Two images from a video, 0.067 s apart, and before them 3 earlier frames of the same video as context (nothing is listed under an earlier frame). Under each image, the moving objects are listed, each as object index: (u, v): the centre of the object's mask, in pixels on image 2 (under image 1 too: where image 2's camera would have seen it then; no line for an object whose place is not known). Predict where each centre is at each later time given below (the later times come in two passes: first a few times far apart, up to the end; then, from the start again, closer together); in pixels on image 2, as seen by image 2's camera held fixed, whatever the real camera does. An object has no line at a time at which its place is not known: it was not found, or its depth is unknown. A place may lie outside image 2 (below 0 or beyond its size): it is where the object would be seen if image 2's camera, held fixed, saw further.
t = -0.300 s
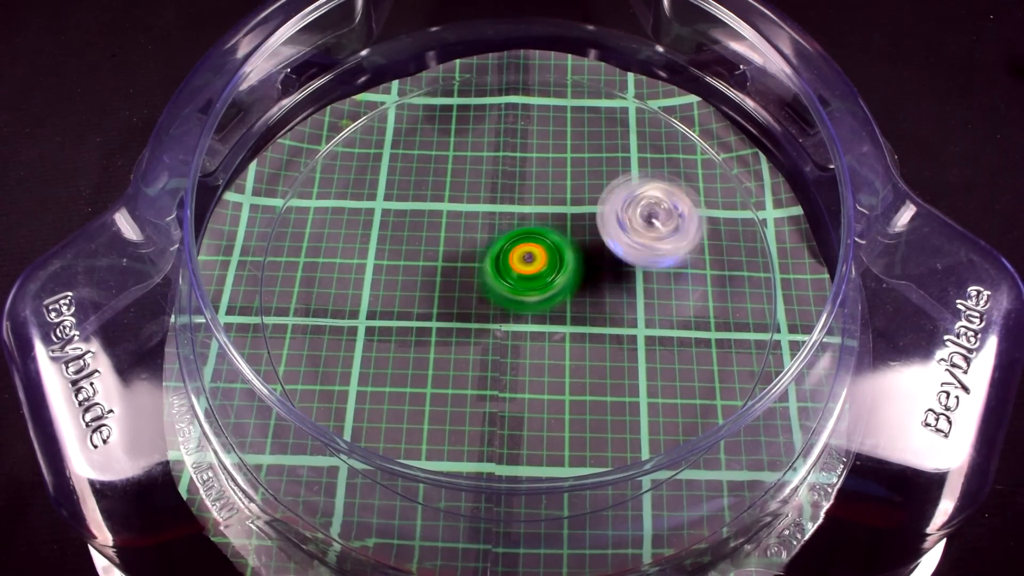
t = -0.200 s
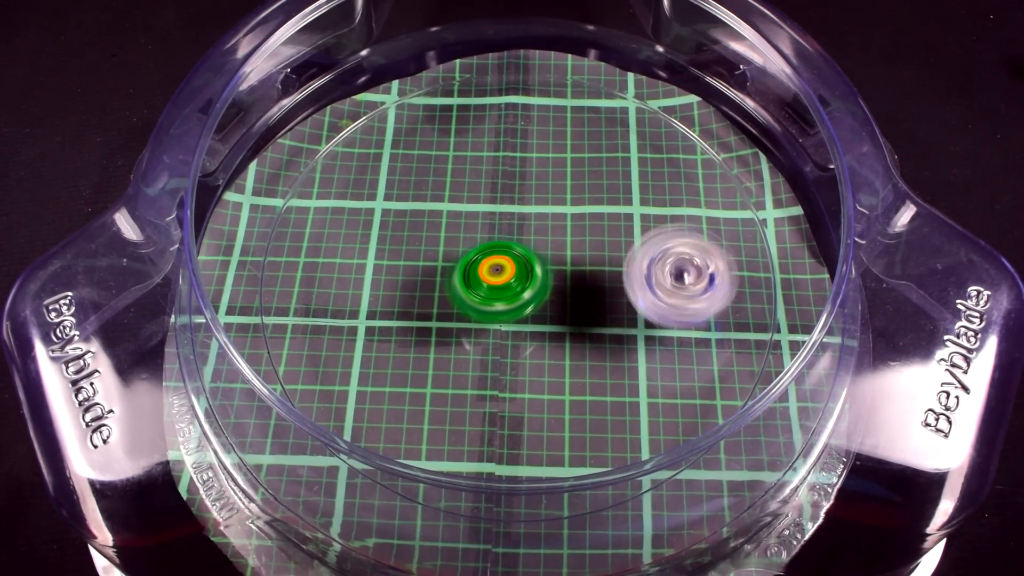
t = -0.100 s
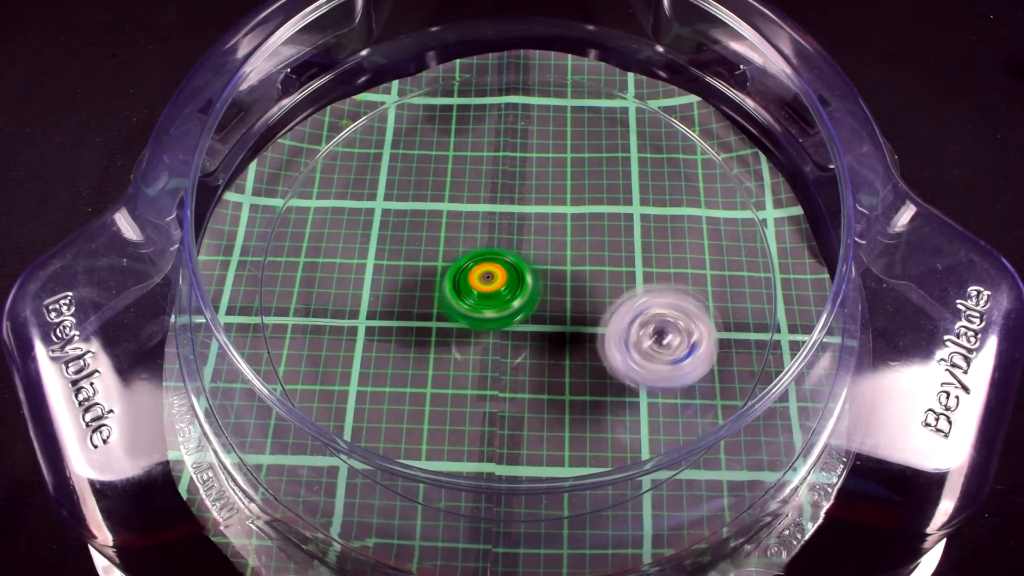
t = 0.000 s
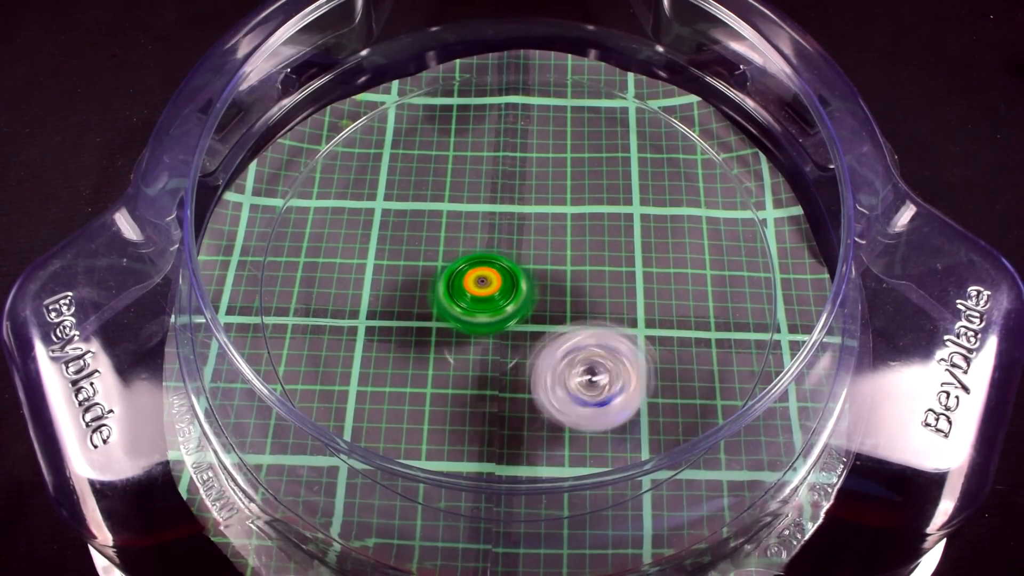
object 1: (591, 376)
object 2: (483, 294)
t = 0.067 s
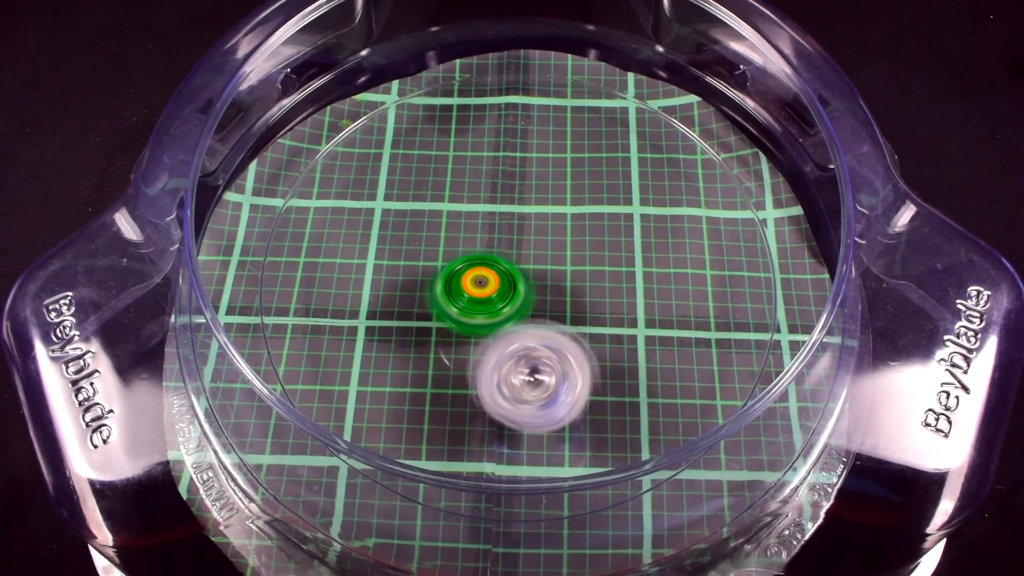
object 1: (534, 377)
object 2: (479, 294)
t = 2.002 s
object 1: (623, 285)
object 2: (464, 293)
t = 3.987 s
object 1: (533, 288)
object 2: (594, 180)
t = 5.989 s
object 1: (595, 225)
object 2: (423, 256)
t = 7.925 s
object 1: (540, 261)
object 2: (464, 322)
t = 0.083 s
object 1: (520, 376)
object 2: (478, 292)
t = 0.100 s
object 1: (505, 383)
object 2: (480, 284)
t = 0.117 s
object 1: (489, 389)
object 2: (483, 273)
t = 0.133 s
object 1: (472, 394)
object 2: (483, 263)
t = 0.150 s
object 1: (457, 394)
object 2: (486, 254)
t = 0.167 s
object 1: (441, 394)
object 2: (487, 247)
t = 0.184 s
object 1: (427, 392)
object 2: (489, 240)
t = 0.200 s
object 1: (416, 388)
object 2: (490, 234)
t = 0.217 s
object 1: (403, 384)
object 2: (491, 230)
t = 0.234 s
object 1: (391, 379)
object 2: (491, 226)
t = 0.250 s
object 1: (379, 372)
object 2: (492, 222)
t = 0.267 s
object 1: (369, 364)
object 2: (491, 219)
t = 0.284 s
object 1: (358, 355)
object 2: (489, 216)
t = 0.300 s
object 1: (352, 344)
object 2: (489, 213)
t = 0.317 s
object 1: (346, 333)
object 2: (488, 211)
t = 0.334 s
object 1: (343, 322)
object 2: (488, 209)
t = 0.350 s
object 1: (342, 311)
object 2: (485, 205)
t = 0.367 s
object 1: (341, 299)
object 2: (486, 204)
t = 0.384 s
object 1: (343, 287)
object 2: (485, 201)
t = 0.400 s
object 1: (346, 275)
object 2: (485, 200)
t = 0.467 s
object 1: (373, 233)
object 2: (484, 196)
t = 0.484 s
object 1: (383, 224)
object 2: (485, 195)
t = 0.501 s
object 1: (392, 215)
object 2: (487, 194)
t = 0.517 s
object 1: (395, 210)
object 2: (495, 189)
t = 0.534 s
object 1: (395, 202)
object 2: (504, 187)
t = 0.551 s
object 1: (398, 198)
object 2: (515, 187)
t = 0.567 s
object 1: (400, 194)
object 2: (525, 186)
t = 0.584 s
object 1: (408, 188)
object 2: (535, 186)
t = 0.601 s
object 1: (412, 185)
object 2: (545, 186)
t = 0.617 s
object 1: (418, 182)
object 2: (552, 187)
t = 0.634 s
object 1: (425, 180)
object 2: (559, 187)
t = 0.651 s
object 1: (430, 177)
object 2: (563, 188)
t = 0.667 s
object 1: (439, 175)
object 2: (568, 189)
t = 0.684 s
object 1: (444, 175)
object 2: (571, 191)
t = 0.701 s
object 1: (453, 174)
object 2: (573, 191)
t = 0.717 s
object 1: (461, 175)
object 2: (575, 192)
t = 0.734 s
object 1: (471, 178)
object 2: (577, 192)
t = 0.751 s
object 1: (479, 180)
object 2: (579, 194)
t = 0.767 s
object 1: (483, 185)
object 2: (584, 195)
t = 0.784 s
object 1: (486, 185)
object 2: (591, 199)
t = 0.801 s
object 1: (487, 187)
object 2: (596, 201)
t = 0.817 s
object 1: (488, 190)
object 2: (601, 204)
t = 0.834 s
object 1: (490, 192)
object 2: (605, 206)
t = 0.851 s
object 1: (491, 196)
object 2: (608, 210)
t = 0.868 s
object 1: (491, 201)
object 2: (609, 211)
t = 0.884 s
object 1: (492, 207)
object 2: (611, 214)
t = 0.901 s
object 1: (492, 211)
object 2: (611, 215)
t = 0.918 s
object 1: (491, 216)
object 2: (613, 217)
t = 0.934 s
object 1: (491, 221)
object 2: (612, 219)
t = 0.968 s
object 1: (489, 236)
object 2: (613, 224)
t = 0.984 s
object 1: (487, 242)
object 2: (613, 225)
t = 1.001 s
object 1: (486, 251)
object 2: (612, 228)
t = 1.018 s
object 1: (483, 256)
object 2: (612, 230)
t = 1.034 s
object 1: (479, 262)
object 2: (611, 234)
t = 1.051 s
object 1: (477, 266)
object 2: (611, 235)
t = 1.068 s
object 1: (472, 272)
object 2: (609, 239)
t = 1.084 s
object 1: (470, 277)
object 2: (608, 241)
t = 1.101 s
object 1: (466, 281)
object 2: (607, 244)
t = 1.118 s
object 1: (462, 287)
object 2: (604, 246)
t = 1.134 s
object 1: (459, 290)
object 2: (602, 250)
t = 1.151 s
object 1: (453, 293)
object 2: (599, 252)
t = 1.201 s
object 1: (442, 300)
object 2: (588, 263)
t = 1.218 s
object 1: (439, 300)
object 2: (584, 266)
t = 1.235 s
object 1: (436, 302)
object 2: (581, 270)
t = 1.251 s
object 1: (435, 300)
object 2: (575, 274)
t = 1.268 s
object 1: (433, 300)
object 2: (572, 277)
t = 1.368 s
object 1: (437, 292)
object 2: (541, 298)
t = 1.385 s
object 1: (436, 289)
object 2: (538, 302)
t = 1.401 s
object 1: (432, 285)
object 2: (540, 305)
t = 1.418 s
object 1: (429, 282)
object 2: (542, 310)
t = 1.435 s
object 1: (425, 279)
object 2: (544, 313)
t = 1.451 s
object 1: (423, 273)
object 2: (545, 316)
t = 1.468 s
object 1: (420, 268)
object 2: (545, 319)
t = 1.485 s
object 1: (421, 263)
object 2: (546, 321)
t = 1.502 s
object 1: (421, 256)
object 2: (545, 325)
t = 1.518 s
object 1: (423, 253)
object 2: (543, 326)
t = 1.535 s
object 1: (427, 245)
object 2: (543, 328)
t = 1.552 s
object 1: (430, 240)
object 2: (539, 328)
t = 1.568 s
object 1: (435, 236)
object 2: (538, 329)
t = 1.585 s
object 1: (441, 230)
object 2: (534, 329)
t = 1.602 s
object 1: (447, 228)
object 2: (531, 328)
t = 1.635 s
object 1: (464, 222)
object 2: (525, 327)
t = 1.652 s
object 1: (473, 221)
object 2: (523, 326)
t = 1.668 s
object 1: (481, 220)
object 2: (518, 324)
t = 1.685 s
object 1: (489, 220)
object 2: (517, 323)
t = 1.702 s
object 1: (499, 220)
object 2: (513, 321)
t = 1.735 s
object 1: (517, 224)
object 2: (507, 317)
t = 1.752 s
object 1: (525, 226)
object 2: (504, 314)
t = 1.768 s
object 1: (535, 227)
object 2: (498, 315)
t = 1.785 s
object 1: (546, 225)
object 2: (492, 318)
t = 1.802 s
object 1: (556, 225)
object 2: (488, 319)
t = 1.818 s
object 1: (565, 227)
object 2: (484, 320)
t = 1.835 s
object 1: (573, 229)
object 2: (481, 318)
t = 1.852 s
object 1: (580, 232)
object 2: (478, 317)
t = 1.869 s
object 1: (589, 234)
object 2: (475, 315)
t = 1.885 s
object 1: (595, 239)
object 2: (474, 313)
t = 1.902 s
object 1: (603, 245)
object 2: (472, 311)
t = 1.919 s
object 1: (609, 252)
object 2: (470, 308)
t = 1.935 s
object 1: (612, 258)
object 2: (470, 305)
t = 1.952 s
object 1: (617, 264)
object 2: (467, 302)
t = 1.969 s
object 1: (619, 270)
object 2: (466, 299)
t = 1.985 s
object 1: (623, 278)
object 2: (465, 297)
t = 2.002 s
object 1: (623, 285)
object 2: (464, 293)
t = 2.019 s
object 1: (622, 294)
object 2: (464, 290)
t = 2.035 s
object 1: (620, 299)
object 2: (462, 286)
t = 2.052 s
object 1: (616, 306)
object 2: (462, 283)
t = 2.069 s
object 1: (614, 312)
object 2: (461, 281)
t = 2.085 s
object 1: (608, 319)
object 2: (461, 276)
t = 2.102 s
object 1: (601, 326)
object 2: (462, 274)
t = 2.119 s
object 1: (594, 328)
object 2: (461, 270)
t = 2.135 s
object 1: (583, 332)
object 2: (463, 266)
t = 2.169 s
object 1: (569, 337)
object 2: (465, 258)
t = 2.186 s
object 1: (558, 339)
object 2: (467, 256)
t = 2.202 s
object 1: (547, 337)
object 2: (468, 252)
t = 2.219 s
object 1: (536, 335)
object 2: (469, 248)
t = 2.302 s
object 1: (490, 314)
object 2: (479, 229)
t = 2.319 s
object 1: (483, 310)
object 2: (481, 227)
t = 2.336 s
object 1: (476, 303)
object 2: (484, 221)
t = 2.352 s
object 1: (468, 302)
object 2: (488, 216)
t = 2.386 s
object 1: (452, 301)
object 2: (493, 204)
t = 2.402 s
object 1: (444, 301)
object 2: (497, 198)
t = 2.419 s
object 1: (437, 300)
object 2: (498, 193)
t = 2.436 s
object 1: (430, 297)
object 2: (502, 189)
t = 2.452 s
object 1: (426, 295)
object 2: (504, 188)
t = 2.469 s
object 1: (421, 293)
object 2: (505, 186)
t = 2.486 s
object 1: (417, 289)
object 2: (508, 186)
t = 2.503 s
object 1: (412, 285)
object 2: (509, 188)
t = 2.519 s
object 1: (411, 281)
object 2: (510, 188)
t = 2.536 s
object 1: (410, 277)
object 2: (512, 189)
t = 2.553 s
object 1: (409, 271)
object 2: (514, 191)
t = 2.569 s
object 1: (410, 267)
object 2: (514, 191)
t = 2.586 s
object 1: (412, 262)
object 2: (517, 193)
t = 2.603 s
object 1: (414, 258)
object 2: (518, 195)
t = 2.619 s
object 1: (419, 254)
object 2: (520, 195)
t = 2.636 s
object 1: (425, 249)
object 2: (522, 199)
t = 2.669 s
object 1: (438, 243)
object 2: (526, 202)
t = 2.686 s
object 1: (445, 239)
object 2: (529, 206)
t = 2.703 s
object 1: (449, 239)
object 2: (534, 208)
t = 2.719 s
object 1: (450, 245)
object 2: (543, 205)
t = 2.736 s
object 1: (449, 250)
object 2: (552, 203)
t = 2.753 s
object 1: (448, 254)
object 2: (560, 200)
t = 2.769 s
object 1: (450, 258)
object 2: (570, 199)
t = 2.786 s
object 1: (449, 263)
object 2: (575, 199)
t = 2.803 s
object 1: (448, 266)
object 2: (579, 199)
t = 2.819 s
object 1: (449, 271)
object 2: (582, 201)
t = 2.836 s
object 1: (448, 276)
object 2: (582, 203)
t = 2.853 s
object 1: (448, 280)
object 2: (584, 204)
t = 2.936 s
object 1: (451, 297)
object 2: (581, 213)
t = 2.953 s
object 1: (450, 301)
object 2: (581, 215)
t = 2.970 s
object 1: (453, 302)
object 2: (579, 218)
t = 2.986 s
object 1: (454, 304)
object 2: (577, 219)
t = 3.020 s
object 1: (459, 307)
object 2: (573, 226)
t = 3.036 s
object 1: (461, 309)
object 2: (571, 229)
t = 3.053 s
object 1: (462, 313)
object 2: (569, 233)
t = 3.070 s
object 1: (466, 310)
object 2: (565, 236)
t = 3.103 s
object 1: (470, 312)
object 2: (558, 245)
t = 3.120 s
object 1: (474, 310)
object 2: (555, 248)
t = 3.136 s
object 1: (478, 311)
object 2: (554, 251)
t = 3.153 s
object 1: (476, 316)
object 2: (553, 252)
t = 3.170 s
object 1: (467, 321)
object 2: (562, 247)
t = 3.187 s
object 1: (453, 328)
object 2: (575, 240)
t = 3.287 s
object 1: (409, 349)
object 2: (614, 220)
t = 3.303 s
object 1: (402, 352)
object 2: (616, 219)
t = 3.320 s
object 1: (396, 349)
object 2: (617, 220)
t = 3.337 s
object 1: (390, 347)
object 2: (616, 222)
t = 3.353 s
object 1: (385, 347)
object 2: (613, 221)
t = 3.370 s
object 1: (381, 343)
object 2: (612, 220)
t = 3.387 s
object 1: (379, 338)
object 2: (611, 220)
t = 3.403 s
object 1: (376, 335)
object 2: (609, 219)
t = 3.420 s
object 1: (377, 329)
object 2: (608, 217)
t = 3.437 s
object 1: (378, 323)
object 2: (609, 217)
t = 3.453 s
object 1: (380, 318)
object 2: (608, 217)
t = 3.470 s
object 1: (385, 313)
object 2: (605, 217)
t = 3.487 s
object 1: (391, 306)
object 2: (605, 216)
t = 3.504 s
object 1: (396, 301)
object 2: (604, 216)
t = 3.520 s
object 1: (405, 297)
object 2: (602, 216)
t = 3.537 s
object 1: (412, 291)
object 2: (598, 216)
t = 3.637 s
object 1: (470, 267)
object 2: (585, 215)
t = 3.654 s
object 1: (480, 264)
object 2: (581, 215)
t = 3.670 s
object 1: (489, 262)
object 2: (578, 214)
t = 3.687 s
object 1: (493, 262)
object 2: (580, 211)
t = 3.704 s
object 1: (494, 263)
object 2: (589, 206)
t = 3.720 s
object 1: (495, 268)
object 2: (593, 199)
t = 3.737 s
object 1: (498, 266)
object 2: (599, 194)
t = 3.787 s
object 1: (505, 270)
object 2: (605, 185)
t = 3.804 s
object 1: (508, 273)
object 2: (605, 184)
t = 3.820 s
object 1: (511, 273)
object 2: (606, 183)
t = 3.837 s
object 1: (514, 274)
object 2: (606, 183)
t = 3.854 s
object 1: (516, 276)
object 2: (605, 183)
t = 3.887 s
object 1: (524, 281)
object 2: (603, 181)
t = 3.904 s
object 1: (524, 282)
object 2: (603, 181)
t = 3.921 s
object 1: (528, 283)
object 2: (601, 182)
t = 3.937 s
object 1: (529, 284)
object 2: (599, 181)
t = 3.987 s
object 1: (533, 288)
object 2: (594, 180)
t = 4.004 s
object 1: (535, 288)
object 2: (593, 180)
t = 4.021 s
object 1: (536, 290)
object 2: (591, 180)
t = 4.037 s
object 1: (537, 290)
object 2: (591, 180)
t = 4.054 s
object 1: (538, 290)
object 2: (588, 182)
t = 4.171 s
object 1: (540, 290)
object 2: (565, 194)
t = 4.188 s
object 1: (540, 290)
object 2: (560, 199)
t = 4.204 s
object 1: (540, 289)
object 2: (555, 201)
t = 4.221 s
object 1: (541, 293)
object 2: (551, 202)
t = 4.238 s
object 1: (540, 301)
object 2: (545, 194)
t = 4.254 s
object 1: (537, 307)
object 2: (540, 187)
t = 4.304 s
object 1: (532, 324)
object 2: (526, 174)
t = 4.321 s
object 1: (526, 330)
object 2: (522, 171)
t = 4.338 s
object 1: (526, 334)
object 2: (518, 169)
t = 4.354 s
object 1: (521, 337)
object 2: (515, 167)
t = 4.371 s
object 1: (516, 340)
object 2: (510, 166)
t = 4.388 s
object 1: (512, 345)
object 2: (507, 165)
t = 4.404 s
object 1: (508, 344)
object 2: (505, 165)
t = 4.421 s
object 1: (504, 347)
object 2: (503, 165)
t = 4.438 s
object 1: (497, 346)
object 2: (500, 166)
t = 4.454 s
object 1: (496, 347)
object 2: (497, 166)
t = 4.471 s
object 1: (489, 345)
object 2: (496, 166)
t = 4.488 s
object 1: (486, 342)
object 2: (495, 166)
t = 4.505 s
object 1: (481, 340)
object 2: (494, 168)
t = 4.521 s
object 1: (479, 336)
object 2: (493, 168)
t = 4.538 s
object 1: (476, 332)
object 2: (491, 168)
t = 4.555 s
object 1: (473, 326)
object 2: (491, 169)
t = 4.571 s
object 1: (472, 322)
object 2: (490, 170)
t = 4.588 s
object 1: (472, 315)
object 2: (489, 171)
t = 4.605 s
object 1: (473, 310)
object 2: (486, 172)
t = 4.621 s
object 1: (473, 304)
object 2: (486, 172)
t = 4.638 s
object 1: (476, 298)
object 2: (486, 173)
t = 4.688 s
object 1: (483, 279)
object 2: (483, 178)
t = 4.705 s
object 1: (488, 274)
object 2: (482, 179)
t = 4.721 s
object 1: (490, 267)
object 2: (483, 182)
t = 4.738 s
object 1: (497, 267)
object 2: (481, 181)
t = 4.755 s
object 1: (502, 270)
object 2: (478, 175)
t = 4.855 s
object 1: (538, 280)
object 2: (471, 161)
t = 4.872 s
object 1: (544, 281)
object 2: (470, 160)
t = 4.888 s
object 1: (549, 284)
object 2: (470, 160)
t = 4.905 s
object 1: (554, 285)
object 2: (470, 162)
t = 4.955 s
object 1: (568, 293)
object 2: (468, 165)
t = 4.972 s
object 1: (571, 294)
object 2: (466, 167)
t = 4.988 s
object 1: (573, 298)
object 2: (464, 169)
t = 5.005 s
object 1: (577, 297)
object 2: (465, 171)
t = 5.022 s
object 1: (578, 300)
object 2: (465, 174)
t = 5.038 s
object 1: (578, 301)
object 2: (465, 178)
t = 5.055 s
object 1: (580, 303)
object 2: (466, 181)
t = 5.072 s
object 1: (579, 303)
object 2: (467, 186)
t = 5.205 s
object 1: (568, 300)
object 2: (473, 225)
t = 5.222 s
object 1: (567, 299)
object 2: (474, 230)
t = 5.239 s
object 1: (562, 296)
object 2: (475, 235)
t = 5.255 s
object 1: (561, 295)
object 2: (477, 241)
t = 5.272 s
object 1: (559, 291)
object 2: (476, 245)
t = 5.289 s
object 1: (558, 290)
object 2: (475, 248)
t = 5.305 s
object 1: (560, 287)
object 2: (467, 252)
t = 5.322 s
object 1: (566, 287)
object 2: (460, 250)
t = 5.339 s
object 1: (572, 288)
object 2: (453, 247)
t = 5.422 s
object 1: (592, 286)
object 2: (421, 241)
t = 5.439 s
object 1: (597, 287)
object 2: (417, 240)
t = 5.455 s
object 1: (601, 286)
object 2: (416, 239)
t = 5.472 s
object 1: (605, 286)
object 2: (415, 237)
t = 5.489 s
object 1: (608, 285)
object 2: (414, 236)
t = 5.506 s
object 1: (612, 286)
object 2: (414, 234)
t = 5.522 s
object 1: (614, 284)
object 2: (415, 231)
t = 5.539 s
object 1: (613, 285)
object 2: (417, 229)
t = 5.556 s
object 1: (616, 285)
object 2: (420, 229)
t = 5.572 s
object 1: (615, 284)
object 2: (424, 228)
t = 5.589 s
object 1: (616, 284)
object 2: (426, 229)
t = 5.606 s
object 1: (612, 283)
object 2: (430, 229)
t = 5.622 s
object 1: (612, 283)
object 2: (431, 229)
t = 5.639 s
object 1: (608, 280)
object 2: (435, 231)
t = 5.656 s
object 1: (606, 283)
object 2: (440, 230)
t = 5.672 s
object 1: (605, 278)
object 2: (443, 231)
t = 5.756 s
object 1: (581, 268)
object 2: (468, 240)
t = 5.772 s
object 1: (578, 267)
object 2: (473, 243)
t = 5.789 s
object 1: (574, 263)
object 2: (478, 246)
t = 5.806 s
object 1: (572, 261)
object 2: (478, 247)
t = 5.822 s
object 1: (572, 257)
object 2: (476, 248)
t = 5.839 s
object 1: (572, 253)
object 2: (470, 250)
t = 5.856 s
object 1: (577, 249)
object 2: (461, 251)
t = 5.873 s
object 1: (578, 245)
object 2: (453, 252)
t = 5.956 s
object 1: (590, 229)
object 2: (426, 257)
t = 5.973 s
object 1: (591, 228)
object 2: (424, 256)
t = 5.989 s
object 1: (595, 225)
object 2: (423, 256)
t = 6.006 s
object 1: (595, 221)
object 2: (423, 256)
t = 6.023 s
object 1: (597, 220)
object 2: (422, 256)
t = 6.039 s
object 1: (598, 217)
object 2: (421, 256)
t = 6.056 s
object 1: (598, 216)
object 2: (421, 257)
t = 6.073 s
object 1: (600, 215)
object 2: (421, 256)
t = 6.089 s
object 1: (598, 213)
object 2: (422, 255)
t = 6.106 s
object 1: (598, 213)
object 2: (424, 254)
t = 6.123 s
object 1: (598, 212)
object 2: (426, 253)
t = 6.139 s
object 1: (595, 213)
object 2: (429, 252)
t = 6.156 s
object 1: (596, 213)
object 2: (432, 253)
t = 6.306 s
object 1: (564, 218)
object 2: (467, 262)
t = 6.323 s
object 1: (560, 221)
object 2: (469, 264)
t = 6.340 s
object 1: (559, 220)
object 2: (470, 265)
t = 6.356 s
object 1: (560, 217)
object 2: (463, 269)
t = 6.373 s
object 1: (561, 217)
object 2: (457, 274)
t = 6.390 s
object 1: (563, 216)
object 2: (452, 278)
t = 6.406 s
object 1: (563, 217)
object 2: (449, 282)
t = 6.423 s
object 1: (567, 217)
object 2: (444, 290)
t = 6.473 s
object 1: (571, 217)
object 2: (434, 304)
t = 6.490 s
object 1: (573, 216)
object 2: (432, 307)
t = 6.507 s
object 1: (572, 217)
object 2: (431, 310)
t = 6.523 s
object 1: (574, 218)
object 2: (430, 313)
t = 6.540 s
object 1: (571, 218)
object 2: (430, 315)
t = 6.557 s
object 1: (570, 222)
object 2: (430, 316)
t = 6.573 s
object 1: (573, 224)
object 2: (431, 316)
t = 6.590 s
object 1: (571, 223)
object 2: (434, 316)
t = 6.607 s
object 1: (569, 226)
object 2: (436, 315)
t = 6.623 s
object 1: (568, 228)
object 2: (439, 316)
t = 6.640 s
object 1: (565, 229)
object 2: (441, 317)
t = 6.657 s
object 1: (563, 233)
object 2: (443, 316)
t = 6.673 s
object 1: (562, 234)
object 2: (445, 315)
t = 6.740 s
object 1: (546, 242)
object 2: (454, 307)
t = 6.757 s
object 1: (544, 247)
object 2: (457, 303)
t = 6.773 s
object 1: (542, 246)
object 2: (459, 301)
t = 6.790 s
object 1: (541, 244)
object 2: (457, 302)
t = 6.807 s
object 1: (542, 242)
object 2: (456, 303)
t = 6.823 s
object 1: (543, 241)
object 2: (456, 304)
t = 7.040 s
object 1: (550, 232)
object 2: (474, 296)
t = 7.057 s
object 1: (548, 231)
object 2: (475, 296)
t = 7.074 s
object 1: (548, 231)
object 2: (476, 296)
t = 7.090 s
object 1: (545, 230)
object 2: (476, 296)
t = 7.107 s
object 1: (546, 228)
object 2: (473, 300)
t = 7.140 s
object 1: (555, 220)
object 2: (468, 312)
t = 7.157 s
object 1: (557, 215)
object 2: (466, 315)
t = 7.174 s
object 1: (555, 213)
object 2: (465, 319)
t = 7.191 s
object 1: (554, 212)
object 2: (464, 320)
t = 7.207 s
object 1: (553, 211)
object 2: (464, 321)
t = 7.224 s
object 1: (551, 210)
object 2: (464, 321)
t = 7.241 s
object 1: (548, 212)
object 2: (465, 320)
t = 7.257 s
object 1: (543, 214)
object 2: (465, 320)
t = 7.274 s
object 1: (543, 215)
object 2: (465, 320)
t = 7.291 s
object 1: (542, 215)
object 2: (465, 320)
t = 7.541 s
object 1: (528, 249)
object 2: (465, 320)
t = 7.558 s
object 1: (528, 250)
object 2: (465, 321)
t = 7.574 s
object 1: (527, 252)
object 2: (464, 322)
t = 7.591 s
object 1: (528, 254)
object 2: (464, 322)
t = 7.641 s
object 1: (530, 256)
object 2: (464, 322)
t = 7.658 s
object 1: (531, 257)
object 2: (464, 322)
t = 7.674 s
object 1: (530, 257)
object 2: (464, 322)
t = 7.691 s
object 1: (530, 257)
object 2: (464, 322)
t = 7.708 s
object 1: (529, 257)
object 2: (464, 322)
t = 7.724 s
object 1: (530, 258)
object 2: (464, 322)
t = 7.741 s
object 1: (530, 258)
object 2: (464, 322)
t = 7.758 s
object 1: (530, 259)
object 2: (464, 322)
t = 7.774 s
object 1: (531, 260)
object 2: (464, 322)
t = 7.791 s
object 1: (532, 260)
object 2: (464, 322)
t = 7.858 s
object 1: (538, 260)
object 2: (464, 322)
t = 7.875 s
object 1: (539, 260)
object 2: (464, 322)
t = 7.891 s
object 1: (540, 260)
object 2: (464, 322)
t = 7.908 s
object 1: (540, 260)
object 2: (464, 322)
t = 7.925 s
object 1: (540, 261)
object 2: (464, 322)
